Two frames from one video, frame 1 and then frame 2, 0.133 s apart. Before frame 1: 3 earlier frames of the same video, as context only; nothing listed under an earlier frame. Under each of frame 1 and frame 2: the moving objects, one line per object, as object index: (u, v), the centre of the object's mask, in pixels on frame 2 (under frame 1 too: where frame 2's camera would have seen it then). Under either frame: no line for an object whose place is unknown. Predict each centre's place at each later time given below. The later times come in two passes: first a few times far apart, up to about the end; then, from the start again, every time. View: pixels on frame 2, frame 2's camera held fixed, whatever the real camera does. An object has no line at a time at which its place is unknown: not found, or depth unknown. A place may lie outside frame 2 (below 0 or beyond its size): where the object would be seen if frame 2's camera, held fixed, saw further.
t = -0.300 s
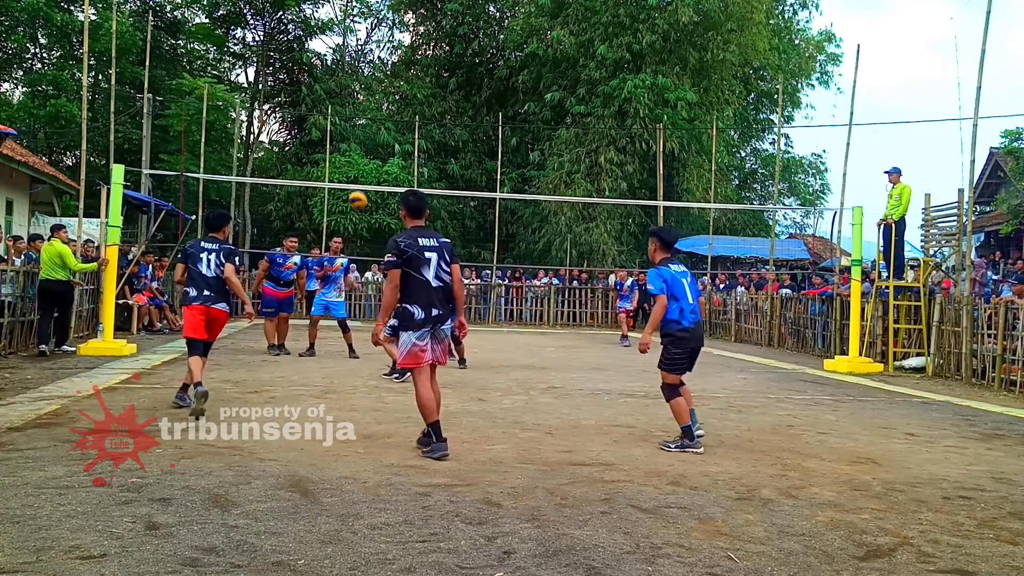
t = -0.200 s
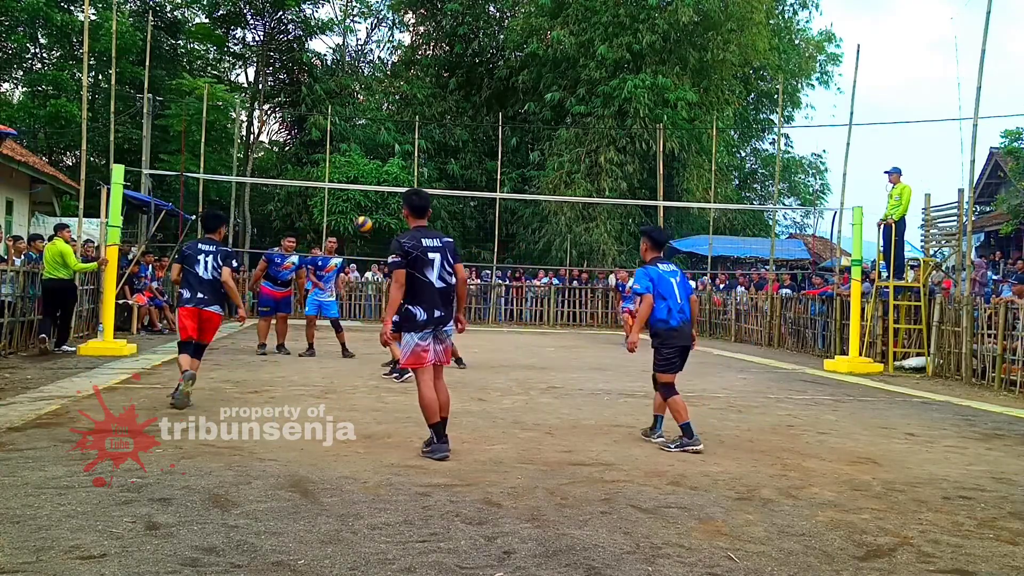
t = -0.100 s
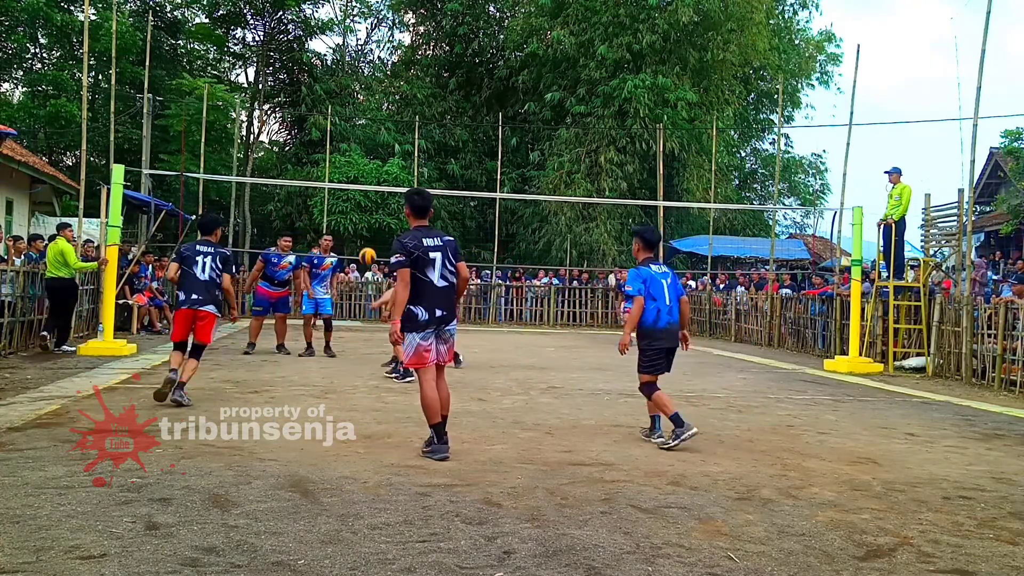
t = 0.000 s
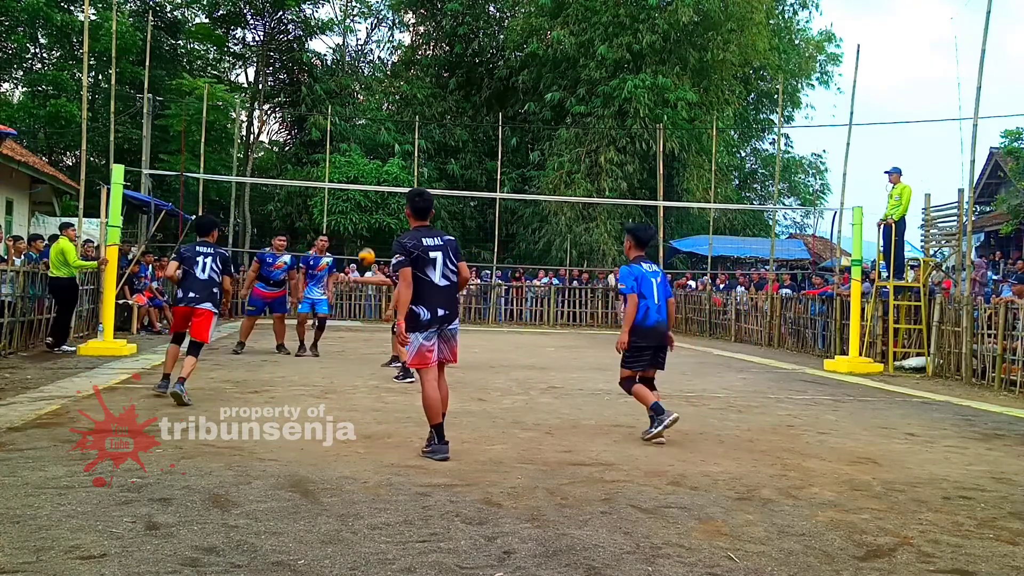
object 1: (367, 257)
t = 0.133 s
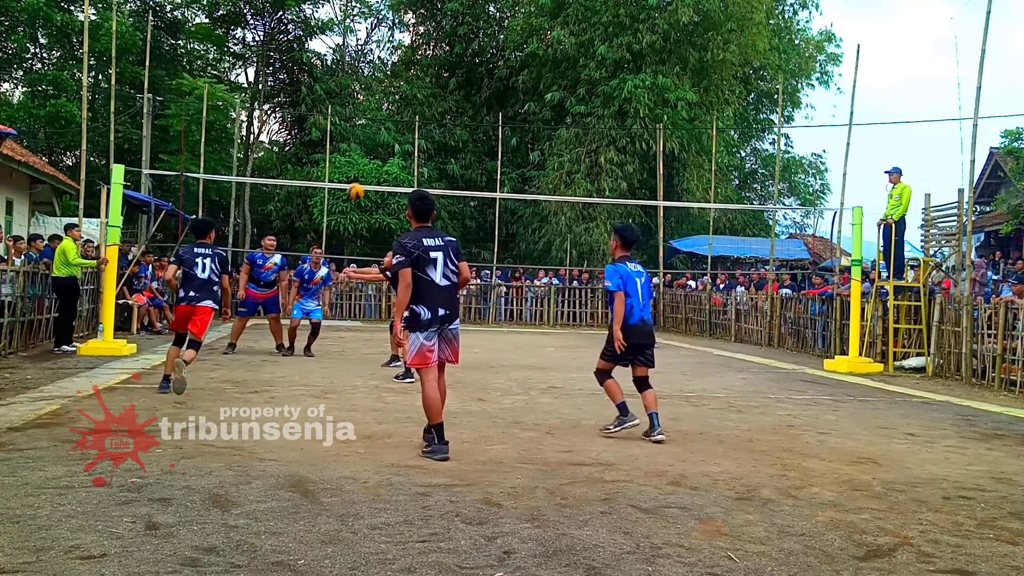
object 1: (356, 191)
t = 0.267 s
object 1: (345, 140)
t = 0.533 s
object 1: (322, 77)
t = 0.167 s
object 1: (353, 177)
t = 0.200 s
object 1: (350, 164)
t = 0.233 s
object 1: (347, 151)
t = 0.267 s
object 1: (345, 140)
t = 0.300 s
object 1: (342, 129)
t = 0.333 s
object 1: (339, 119)
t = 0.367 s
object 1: (336, 110)
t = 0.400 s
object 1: (333, 102)
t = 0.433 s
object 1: (331, 94)
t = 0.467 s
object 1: (328, 88)
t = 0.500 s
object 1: (325, 82)
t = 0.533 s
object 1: (322, 77)
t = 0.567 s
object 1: (319, 73)
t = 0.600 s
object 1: (316, 70)
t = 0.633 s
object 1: (312, 68)
